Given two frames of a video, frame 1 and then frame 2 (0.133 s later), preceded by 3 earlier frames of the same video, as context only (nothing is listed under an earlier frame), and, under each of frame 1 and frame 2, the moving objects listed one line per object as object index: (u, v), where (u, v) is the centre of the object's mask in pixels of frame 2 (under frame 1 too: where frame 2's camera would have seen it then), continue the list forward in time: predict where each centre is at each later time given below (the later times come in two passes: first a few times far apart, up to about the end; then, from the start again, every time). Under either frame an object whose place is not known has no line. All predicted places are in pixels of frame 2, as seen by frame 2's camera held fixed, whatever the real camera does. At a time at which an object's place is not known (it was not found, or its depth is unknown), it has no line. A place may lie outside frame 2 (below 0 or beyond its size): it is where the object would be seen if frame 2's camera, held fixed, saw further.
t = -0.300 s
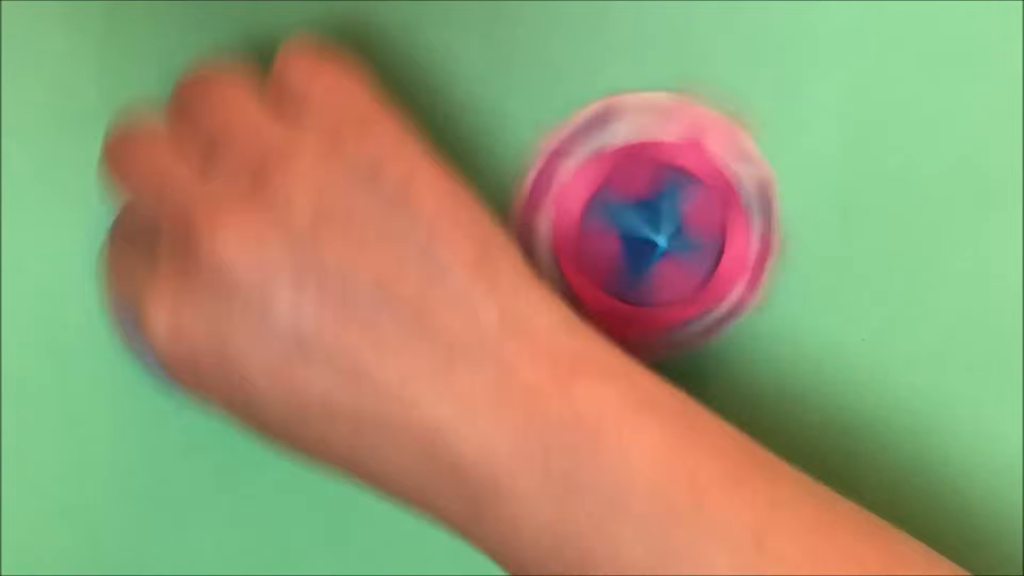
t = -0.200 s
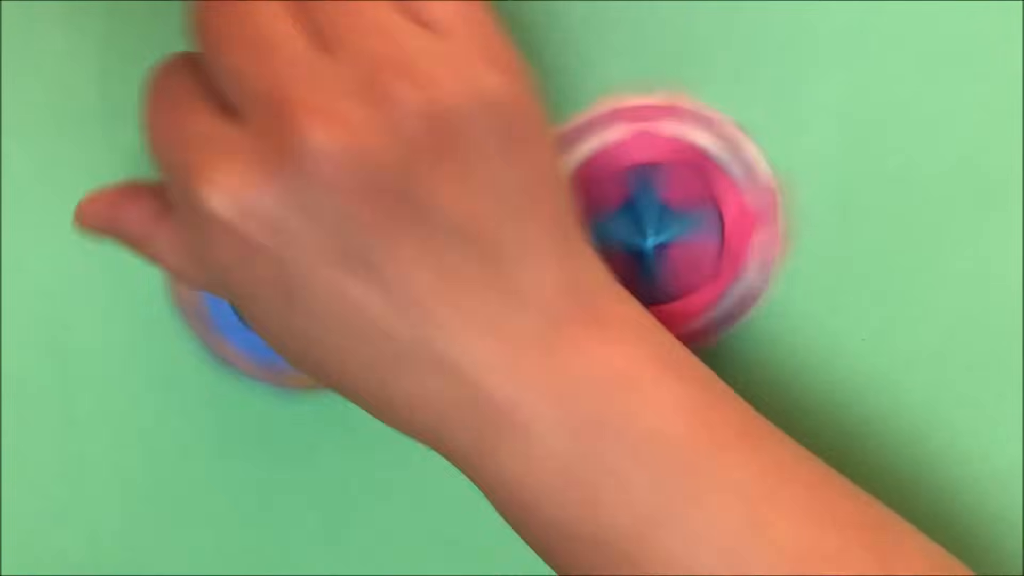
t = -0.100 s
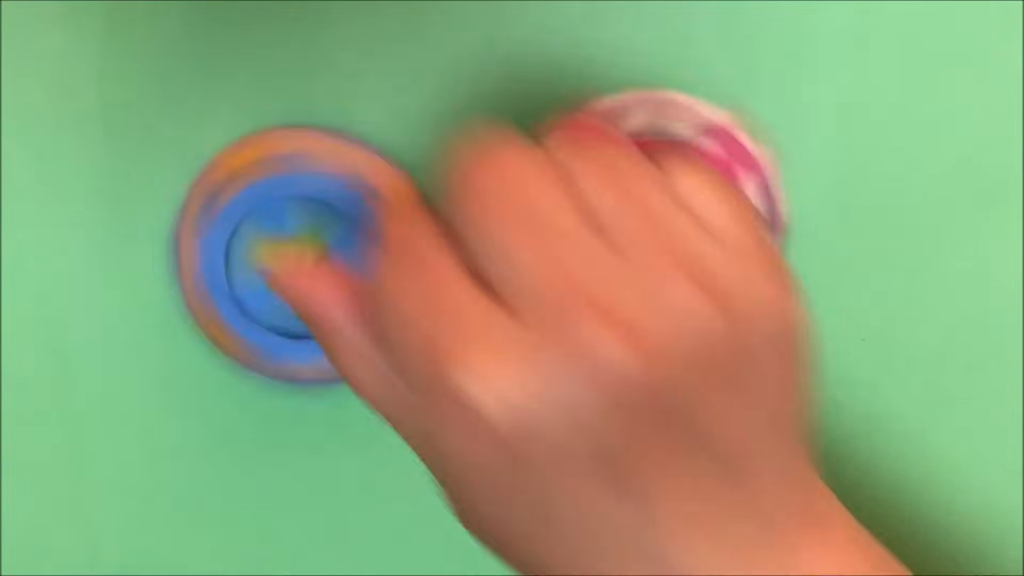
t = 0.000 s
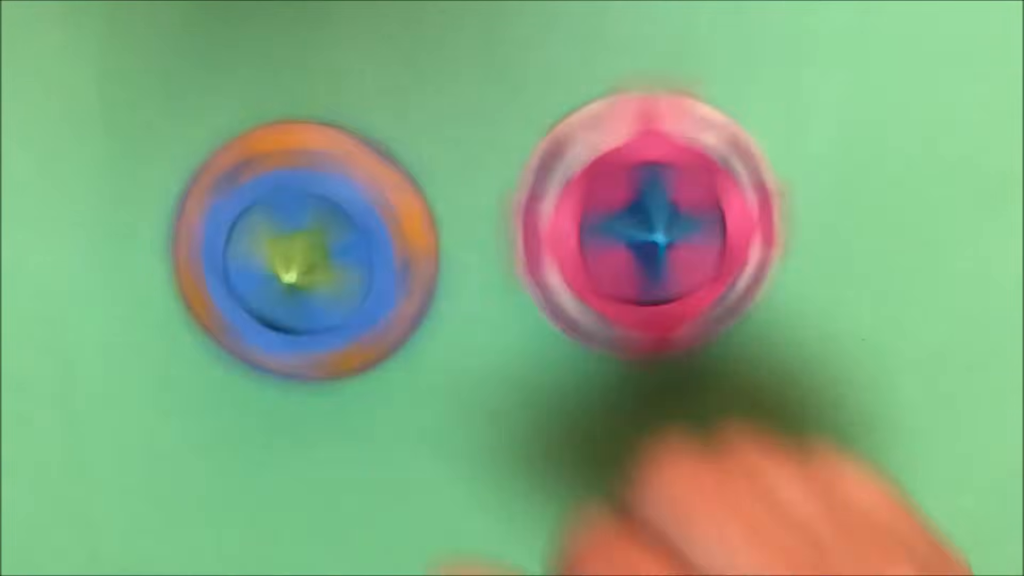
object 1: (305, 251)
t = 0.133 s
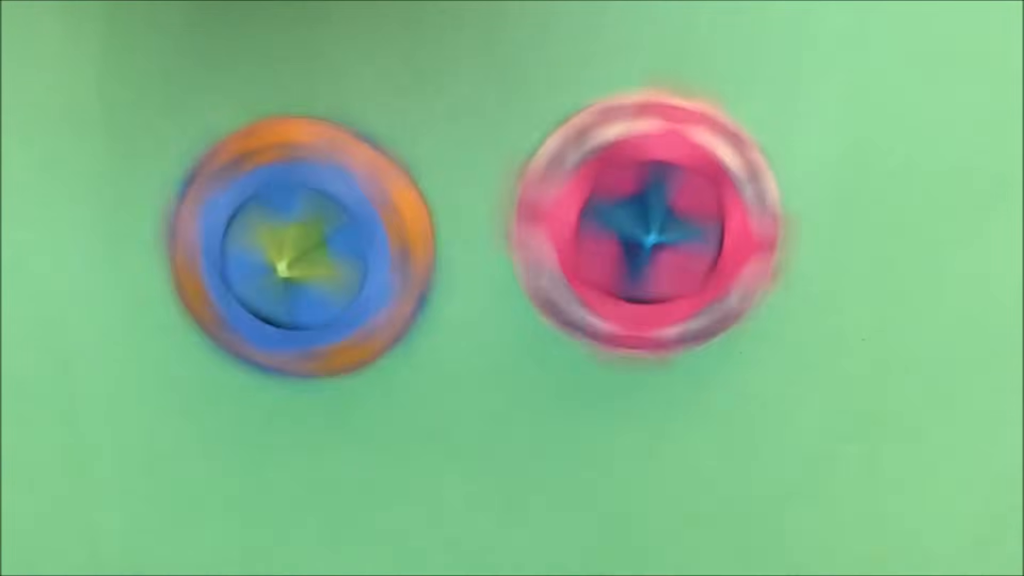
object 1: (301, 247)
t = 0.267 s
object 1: (298, 245)
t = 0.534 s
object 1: (298, 242)
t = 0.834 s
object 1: (298, 239)
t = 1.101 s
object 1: (299, 234)
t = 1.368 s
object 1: (301, 233)
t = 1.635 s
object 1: (301, 233)
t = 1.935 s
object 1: (302, 233)
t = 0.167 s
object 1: (299, 244)
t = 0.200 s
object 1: (299, 244)
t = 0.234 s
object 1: (299, 246)
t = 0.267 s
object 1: (298, 245)
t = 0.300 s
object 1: (298, 243)
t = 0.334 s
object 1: (298, 243)
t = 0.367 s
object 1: (298, 244)
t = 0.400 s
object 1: (298, 243)
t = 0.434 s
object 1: (297, 242)
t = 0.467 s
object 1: (298, 242)
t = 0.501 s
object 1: (298, 242)
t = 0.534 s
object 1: (298, 242)
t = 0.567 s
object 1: (297, 240)
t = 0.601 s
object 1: (297, 240)
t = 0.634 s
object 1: (297, 240)
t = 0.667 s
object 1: (298, 239)
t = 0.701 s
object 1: (298, 240)
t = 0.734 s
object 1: (297, 239)
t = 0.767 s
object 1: (297, 238)
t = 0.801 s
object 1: (298, 238)
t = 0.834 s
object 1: (298, 239)
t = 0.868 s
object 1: (298, 237)
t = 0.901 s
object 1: (298, 237)
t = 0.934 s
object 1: (298, 237)
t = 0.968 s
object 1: (297, 235)
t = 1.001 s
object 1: (297, 235)
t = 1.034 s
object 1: (298, 235)
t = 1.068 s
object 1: (298, 235)
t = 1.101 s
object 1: (299, 234)
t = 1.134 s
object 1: (299, 234)
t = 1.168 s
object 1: (299, 234)
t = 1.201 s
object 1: (299, 233)
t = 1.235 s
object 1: (299, 233)
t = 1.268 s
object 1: (299, 233)
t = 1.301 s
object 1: (299, 233)
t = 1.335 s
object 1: (300, 233)
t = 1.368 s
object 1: (301, 233)
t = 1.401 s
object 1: (300, 234)
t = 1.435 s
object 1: (300, 233)
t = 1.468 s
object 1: (301, 233)
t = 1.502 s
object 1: (301, 233)
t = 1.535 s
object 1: (301, 234)
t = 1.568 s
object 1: (301, 233)
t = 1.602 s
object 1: (301, 233)
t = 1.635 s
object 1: (301, 233)
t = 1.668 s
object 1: (301, 232)
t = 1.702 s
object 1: (301, 232)
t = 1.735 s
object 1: (301, 232)
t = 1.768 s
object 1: (301, 232)
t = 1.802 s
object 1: (301, 232)
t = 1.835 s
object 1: (302, 232)
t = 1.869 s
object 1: (302, 232)
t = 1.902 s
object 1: (302, 233)
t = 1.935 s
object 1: (302, 233)
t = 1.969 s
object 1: (301, 233)
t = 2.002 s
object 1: (301, 233)
